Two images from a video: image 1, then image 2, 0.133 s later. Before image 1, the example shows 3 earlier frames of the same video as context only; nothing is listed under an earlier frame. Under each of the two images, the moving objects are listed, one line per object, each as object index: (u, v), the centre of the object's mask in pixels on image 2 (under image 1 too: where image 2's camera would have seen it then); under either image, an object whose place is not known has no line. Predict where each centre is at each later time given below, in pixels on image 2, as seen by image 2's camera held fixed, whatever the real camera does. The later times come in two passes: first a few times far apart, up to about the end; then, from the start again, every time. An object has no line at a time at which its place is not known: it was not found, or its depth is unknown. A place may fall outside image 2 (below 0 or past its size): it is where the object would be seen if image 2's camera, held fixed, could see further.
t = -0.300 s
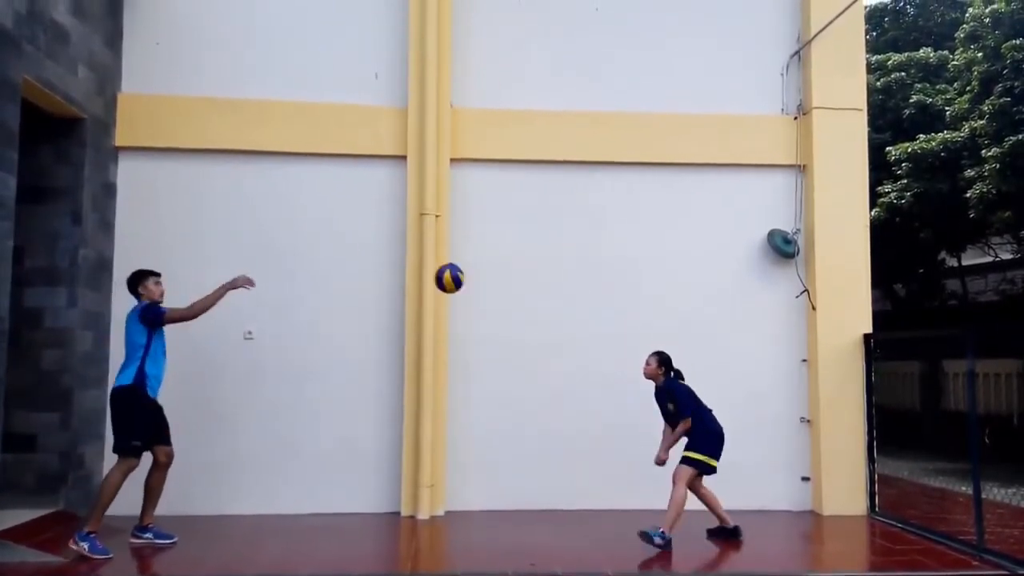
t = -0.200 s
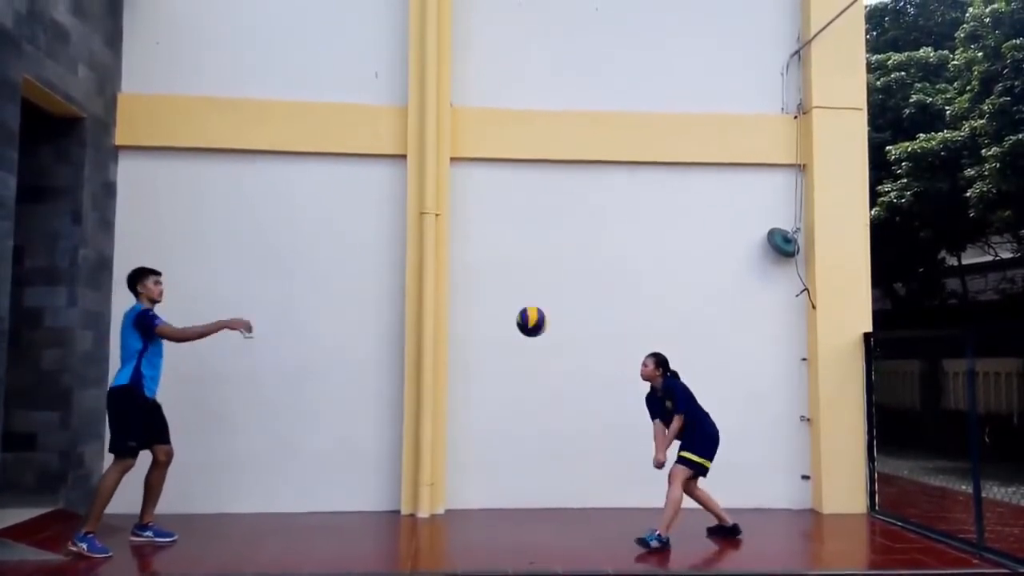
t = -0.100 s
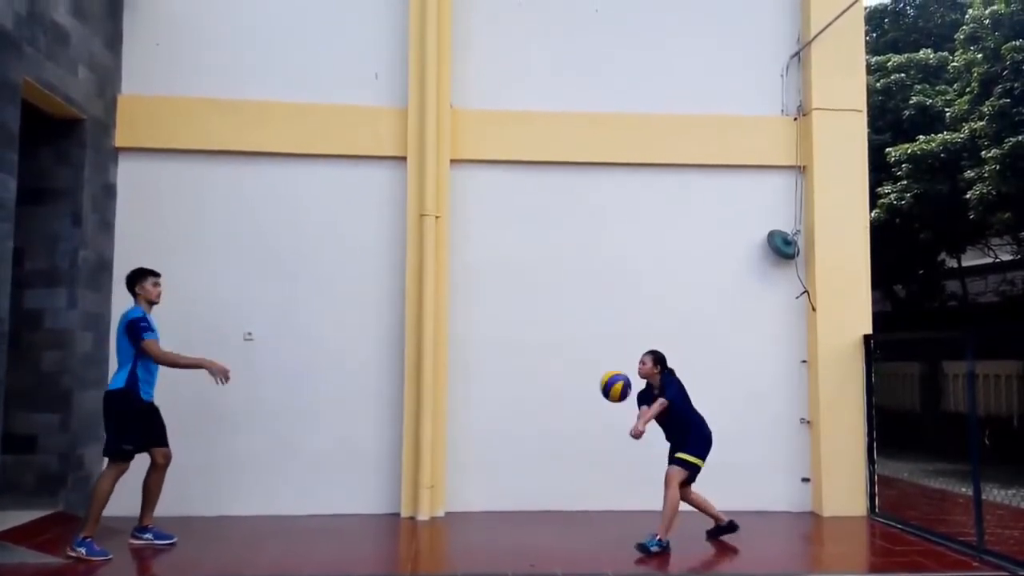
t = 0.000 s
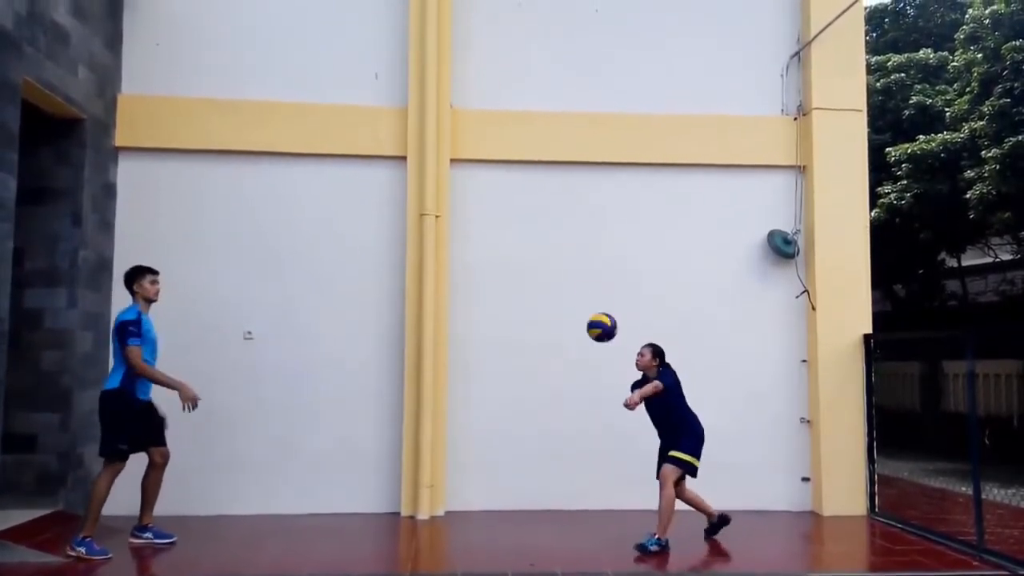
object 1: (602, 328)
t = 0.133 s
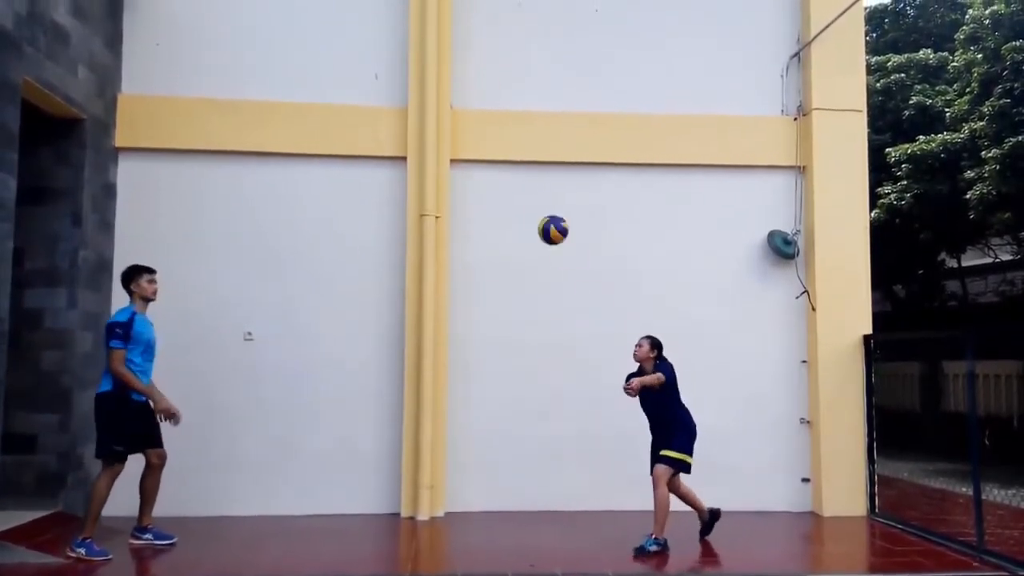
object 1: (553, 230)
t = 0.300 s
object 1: (493, 145)
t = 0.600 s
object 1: (389, 84)
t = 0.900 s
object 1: (284, 145)
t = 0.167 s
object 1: (541, 210)
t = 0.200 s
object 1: (529, 191)
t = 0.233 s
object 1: (517, 174)
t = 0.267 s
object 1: (505, 158)
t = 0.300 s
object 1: (493, 145)
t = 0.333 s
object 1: (481, 132)
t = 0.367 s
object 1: (469, 120)
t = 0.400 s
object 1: (458, 110)
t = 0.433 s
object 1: (447, 102)
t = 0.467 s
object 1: (435, 96)
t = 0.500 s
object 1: (424, 90)
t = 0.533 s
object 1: (412, 87)
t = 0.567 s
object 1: (401, 85)
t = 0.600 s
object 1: (389, 84)
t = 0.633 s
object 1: (377, 85)
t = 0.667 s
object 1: (366, 88)
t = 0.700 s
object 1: (354, 92)
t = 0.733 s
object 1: (342, 97)
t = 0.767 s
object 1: (331, 103)
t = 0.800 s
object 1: (319, 111)
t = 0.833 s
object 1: (307, 121)
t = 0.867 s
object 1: (295, 132)
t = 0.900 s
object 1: (284, 145)
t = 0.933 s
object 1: (272, 159)
